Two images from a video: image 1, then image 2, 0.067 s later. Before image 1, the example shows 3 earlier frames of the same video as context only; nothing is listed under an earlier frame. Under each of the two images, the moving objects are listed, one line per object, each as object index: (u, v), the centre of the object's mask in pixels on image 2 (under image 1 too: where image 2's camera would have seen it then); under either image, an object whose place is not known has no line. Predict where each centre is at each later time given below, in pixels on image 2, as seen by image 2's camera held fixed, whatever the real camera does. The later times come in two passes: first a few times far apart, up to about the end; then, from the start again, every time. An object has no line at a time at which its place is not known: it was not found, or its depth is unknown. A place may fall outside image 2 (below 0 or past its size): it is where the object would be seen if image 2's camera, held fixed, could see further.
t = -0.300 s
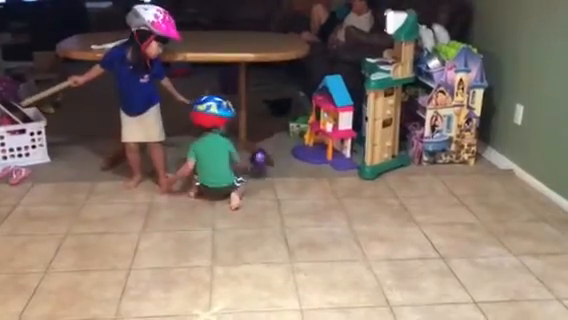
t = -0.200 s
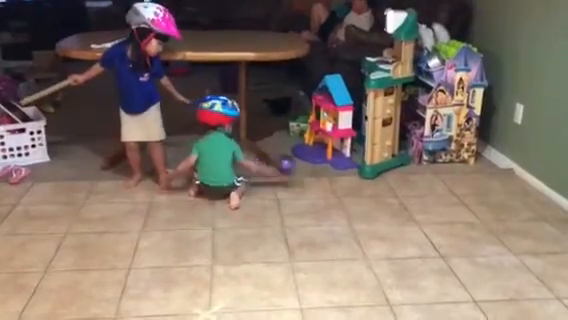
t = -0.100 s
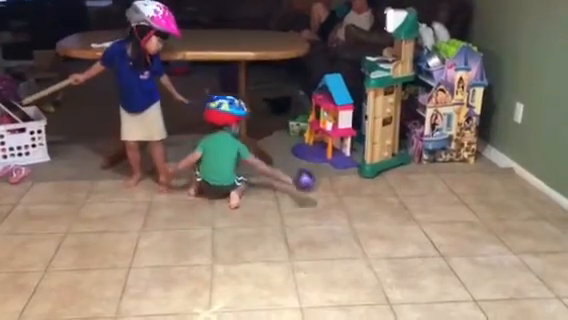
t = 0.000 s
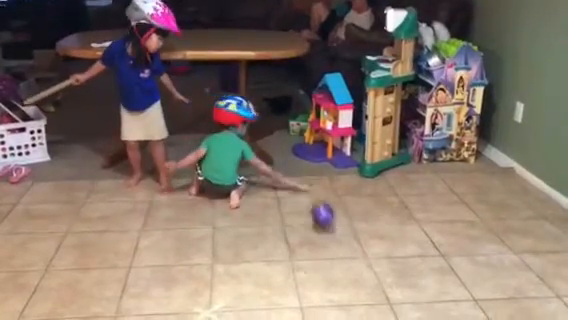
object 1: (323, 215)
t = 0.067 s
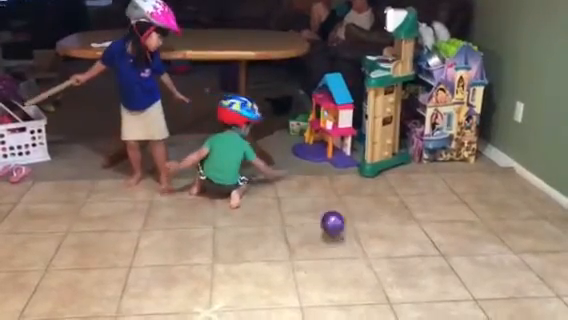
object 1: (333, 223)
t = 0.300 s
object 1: (365, 263)
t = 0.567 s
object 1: (416, 308)
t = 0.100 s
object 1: (337, 222)
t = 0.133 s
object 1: (342, 224)
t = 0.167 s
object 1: (346, 228)
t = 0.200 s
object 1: (350, 234)
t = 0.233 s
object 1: (355, 242)
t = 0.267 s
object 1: (360, 253)
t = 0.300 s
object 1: (365, 263)
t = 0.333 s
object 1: (372, 263)
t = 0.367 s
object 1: (377, 264)
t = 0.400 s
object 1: (384, 267)
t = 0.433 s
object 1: (390, 273)
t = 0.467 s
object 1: (396, 281)
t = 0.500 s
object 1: (402, 292)
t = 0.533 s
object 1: (409, 307)
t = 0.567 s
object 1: (416, 308)
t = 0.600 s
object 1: (424, 309)
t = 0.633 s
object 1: (431, 310)
